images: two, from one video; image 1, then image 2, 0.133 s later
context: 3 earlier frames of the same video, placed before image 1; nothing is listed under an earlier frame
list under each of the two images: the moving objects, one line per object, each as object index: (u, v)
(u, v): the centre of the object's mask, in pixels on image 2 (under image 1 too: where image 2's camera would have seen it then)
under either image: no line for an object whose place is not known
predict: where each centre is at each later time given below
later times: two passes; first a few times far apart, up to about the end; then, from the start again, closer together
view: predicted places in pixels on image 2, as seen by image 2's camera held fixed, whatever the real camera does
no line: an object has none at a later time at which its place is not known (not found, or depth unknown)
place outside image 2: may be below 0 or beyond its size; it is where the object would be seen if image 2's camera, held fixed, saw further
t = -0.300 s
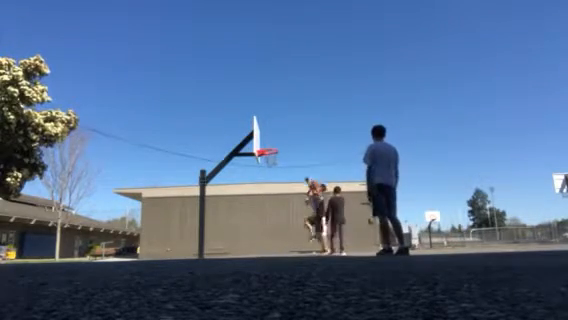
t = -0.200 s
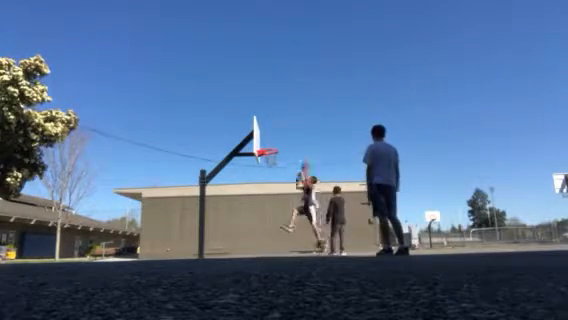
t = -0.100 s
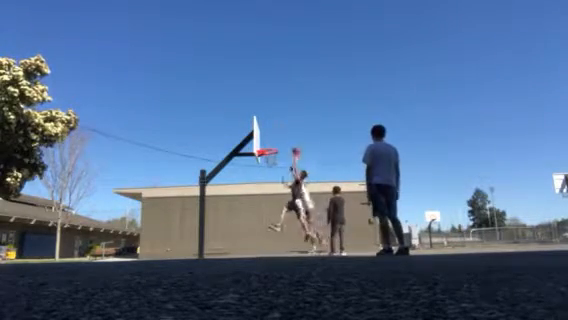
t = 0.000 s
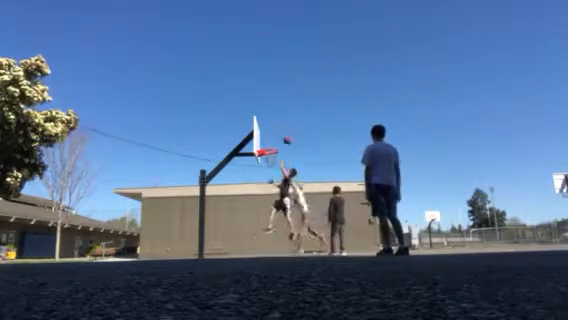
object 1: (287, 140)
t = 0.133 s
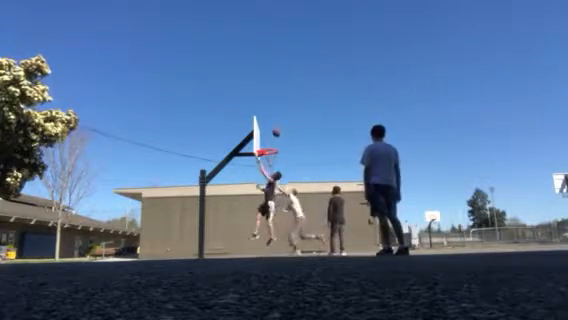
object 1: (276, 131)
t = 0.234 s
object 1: (268, 130)
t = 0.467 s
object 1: (267, 138)
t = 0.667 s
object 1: (273, 144)
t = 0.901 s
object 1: (269, 145)
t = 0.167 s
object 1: (273, 131)
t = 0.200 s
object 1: (271, 130)
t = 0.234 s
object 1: (268, 130)
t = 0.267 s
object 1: (266, 131)
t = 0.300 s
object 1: (264, 131)
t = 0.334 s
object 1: (261, 132)
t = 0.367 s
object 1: (261, 132)
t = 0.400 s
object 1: (263, 133)
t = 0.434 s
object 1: (264, 135)
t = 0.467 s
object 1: (267, 138)
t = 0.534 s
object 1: (271, 142)
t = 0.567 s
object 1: (274, 145)
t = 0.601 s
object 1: (273, 145)
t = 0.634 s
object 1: (273, 144)
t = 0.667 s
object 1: (273, 144)
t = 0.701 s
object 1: (272, 144)
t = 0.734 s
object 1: (272, 144)
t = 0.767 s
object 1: (272, 144)
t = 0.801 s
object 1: (270, 144)
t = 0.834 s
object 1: (269, 144)
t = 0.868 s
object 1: (269, 144)
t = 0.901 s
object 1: (269, 145)
